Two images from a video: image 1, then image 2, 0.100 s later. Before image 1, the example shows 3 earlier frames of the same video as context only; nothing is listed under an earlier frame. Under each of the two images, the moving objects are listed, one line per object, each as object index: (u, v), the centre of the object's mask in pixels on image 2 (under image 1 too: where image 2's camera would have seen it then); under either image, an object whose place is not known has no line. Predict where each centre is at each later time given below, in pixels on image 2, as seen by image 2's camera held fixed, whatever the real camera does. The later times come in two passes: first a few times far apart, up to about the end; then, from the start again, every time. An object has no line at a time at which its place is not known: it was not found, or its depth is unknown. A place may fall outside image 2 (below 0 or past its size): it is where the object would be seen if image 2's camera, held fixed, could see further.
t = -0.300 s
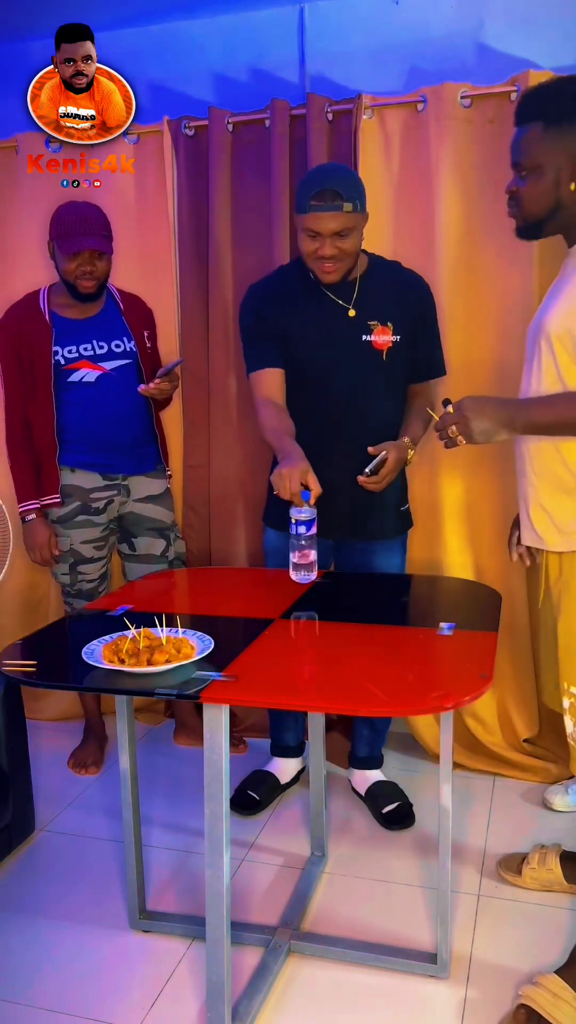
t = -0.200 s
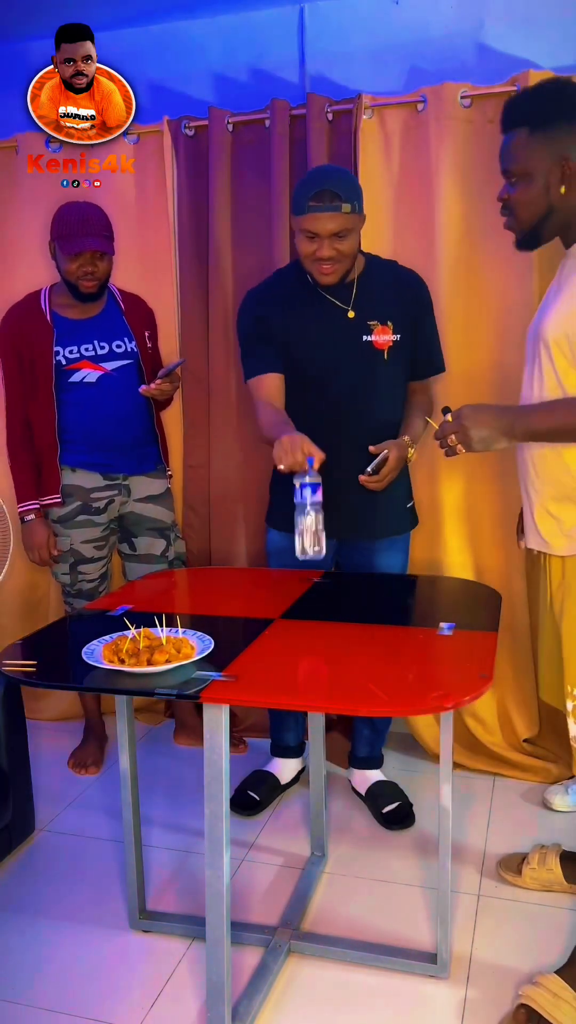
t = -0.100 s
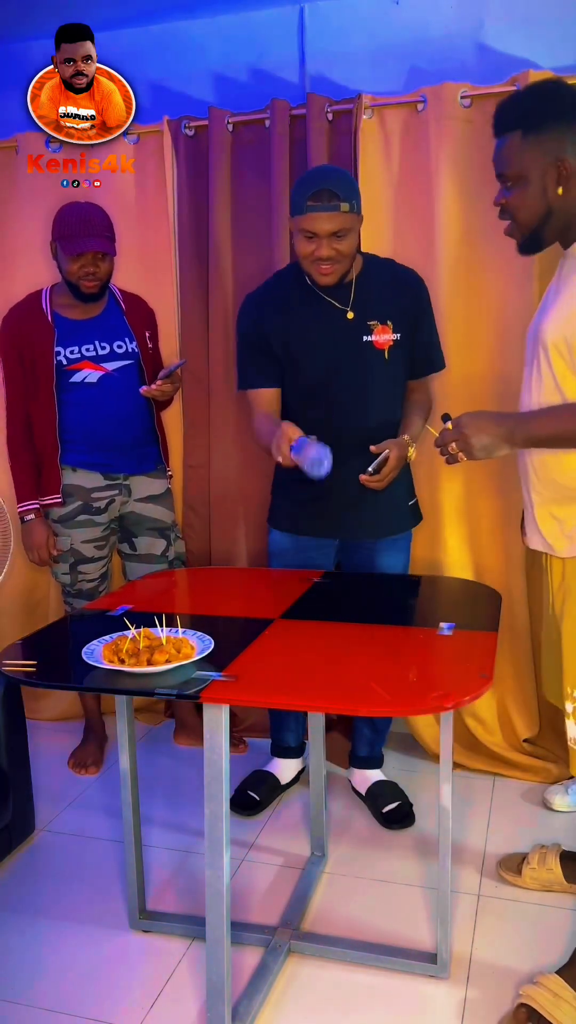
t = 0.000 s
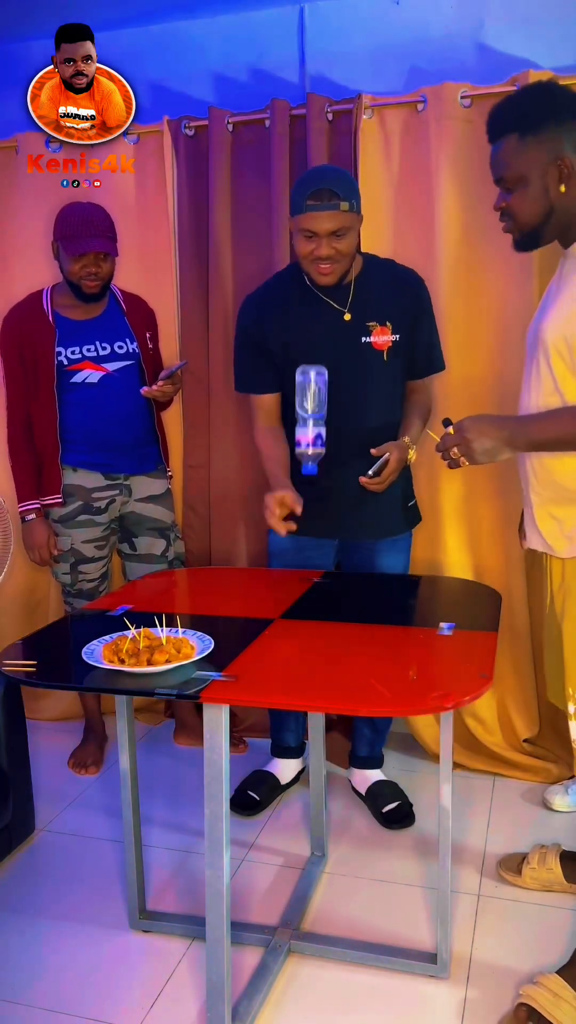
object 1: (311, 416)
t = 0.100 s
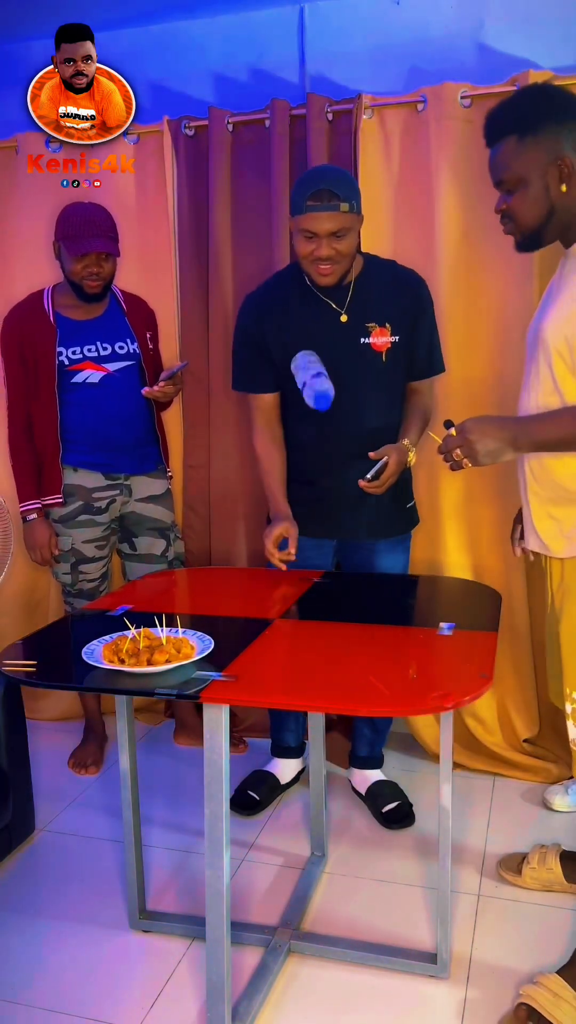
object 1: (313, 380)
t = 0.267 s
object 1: (307, 443)
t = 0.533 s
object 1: (294, 562)
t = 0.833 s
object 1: (281, 586)
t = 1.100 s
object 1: (276, 586)
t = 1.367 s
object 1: (282, 587)
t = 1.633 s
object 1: (279, 587)
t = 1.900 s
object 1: (280, 586)
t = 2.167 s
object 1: (280, 587)
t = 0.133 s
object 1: (312, 380)
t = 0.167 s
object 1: (310, 388)
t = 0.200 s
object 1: (309, 401)
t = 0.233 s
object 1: (308, 420)
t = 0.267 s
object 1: (307, 443)
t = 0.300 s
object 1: (306, 472)
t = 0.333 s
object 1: (306, 504)
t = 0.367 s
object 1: (306, 541)
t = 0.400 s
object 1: (304, 559)
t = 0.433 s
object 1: (301, 558)
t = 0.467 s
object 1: (299, 558)
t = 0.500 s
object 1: (296, 559)
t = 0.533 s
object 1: (294, 562)
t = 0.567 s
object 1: (292, 568)
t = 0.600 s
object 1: (290, 577)
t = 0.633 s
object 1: (289, 586)
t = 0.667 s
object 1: (288, 586)
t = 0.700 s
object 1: (286, 586)
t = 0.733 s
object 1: (285, 586)
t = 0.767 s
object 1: (284, 586)
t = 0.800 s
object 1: (283, 586)
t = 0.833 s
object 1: (281, 586)
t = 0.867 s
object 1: (279, 587)
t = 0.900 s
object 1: (278, 587)
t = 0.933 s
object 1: (277, 586)
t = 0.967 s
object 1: (277, 587)
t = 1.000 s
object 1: (277, 586)
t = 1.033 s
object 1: (276, 586)
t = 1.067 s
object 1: (276, 586)
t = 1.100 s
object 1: (276, 586)
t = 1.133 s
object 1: (277, 586)
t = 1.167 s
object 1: (279, 586)
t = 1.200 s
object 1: (280, 587)
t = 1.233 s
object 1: (281, 587)
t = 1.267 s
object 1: (281, 587)
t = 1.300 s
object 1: (281, 587)
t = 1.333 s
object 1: (282, 587)
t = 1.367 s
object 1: (282, 587)
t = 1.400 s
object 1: (282, 587)
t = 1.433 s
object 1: (281, 587)
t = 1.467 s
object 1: (280, 587)
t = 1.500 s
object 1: (279, 587)
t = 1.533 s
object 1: (279, 587)
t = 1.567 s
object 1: (280, 587)
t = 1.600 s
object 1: (279, 587)
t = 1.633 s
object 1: (279, 587)
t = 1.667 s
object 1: (279, 587)
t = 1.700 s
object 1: (280, 587)
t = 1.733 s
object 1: (281, 587)
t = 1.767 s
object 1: (281, 587)
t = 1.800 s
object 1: (281, 586)
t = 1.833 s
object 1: (281, 587)
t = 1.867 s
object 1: (281, 587)
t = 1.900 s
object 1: (280, 586)
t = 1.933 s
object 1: (280, 588)
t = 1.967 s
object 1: (280, 587)
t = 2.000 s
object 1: (279, 587)
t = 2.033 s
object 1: (279, 587)
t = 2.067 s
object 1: (280, 587)
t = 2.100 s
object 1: (280, 588)
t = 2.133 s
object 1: (280, 587)
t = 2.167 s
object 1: (280, 587)
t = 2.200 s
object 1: (280, 587)
